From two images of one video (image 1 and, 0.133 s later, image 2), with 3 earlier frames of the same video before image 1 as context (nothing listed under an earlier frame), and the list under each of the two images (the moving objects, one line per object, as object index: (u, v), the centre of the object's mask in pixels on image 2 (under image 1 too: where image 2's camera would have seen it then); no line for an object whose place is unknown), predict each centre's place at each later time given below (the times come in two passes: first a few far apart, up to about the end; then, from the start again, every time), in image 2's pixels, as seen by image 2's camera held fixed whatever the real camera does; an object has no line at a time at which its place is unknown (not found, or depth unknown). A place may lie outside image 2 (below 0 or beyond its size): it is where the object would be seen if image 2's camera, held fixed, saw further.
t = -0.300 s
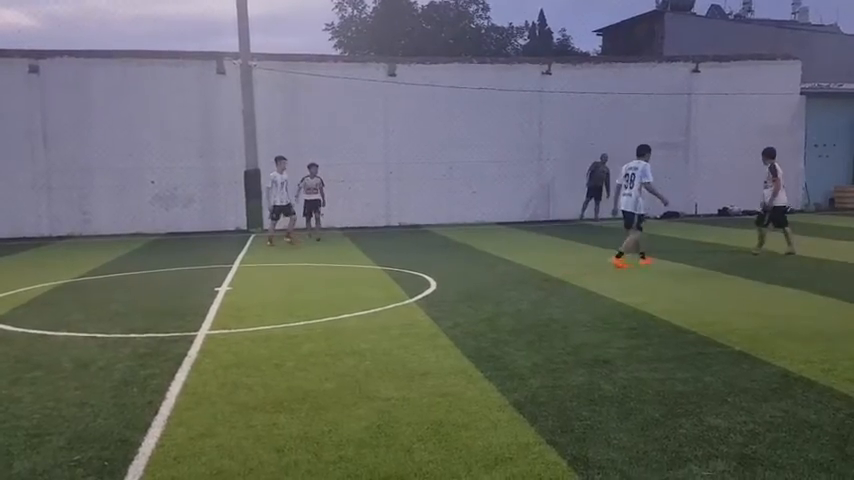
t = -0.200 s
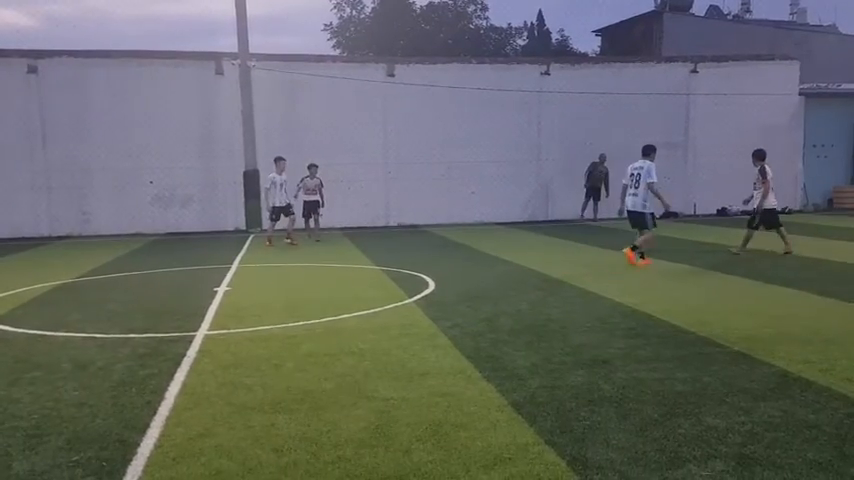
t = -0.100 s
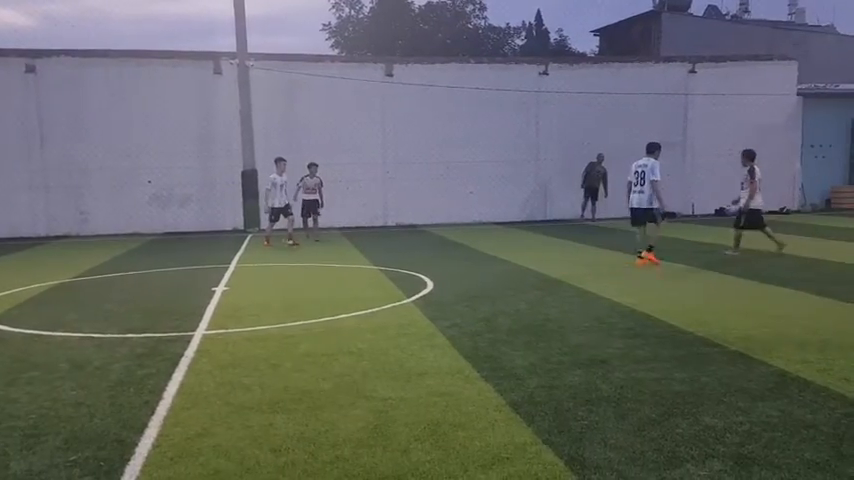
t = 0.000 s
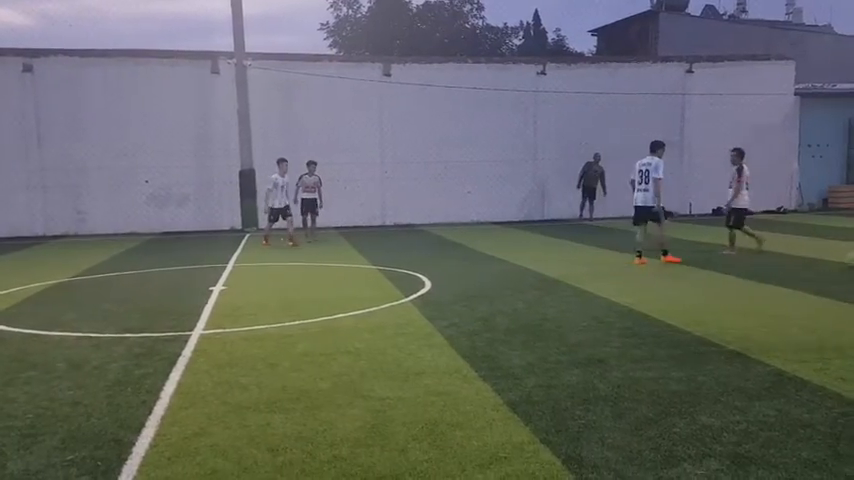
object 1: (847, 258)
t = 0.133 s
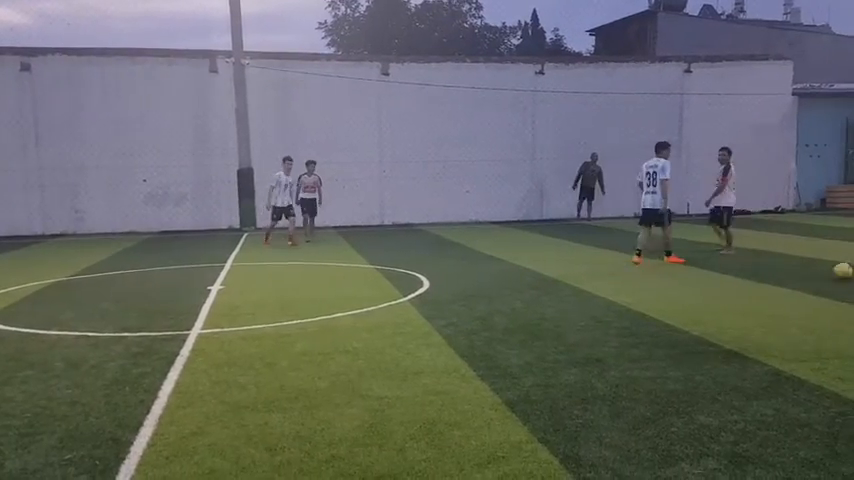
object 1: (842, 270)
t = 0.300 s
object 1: (826, 282)
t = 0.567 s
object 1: (792, 309)
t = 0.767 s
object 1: (758, 333)
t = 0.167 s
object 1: (839, 272)
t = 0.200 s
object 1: (836, 273)
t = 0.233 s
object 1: (833, 275)
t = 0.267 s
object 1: (829, 279)
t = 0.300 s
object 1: (826, 282)
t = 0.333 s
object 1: (822, 284)
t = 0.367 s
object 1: (817, 287)
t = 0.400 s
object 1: (812, 291)
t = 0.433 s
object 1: (808, 295)
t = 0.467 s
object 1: (806, 298)
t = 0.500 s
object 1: (802, 300)
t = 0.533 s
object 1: (798, 305)
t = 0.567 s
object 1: (792, 309)
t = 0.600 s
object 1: (788, 312)
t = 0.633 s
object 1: (782, 316)
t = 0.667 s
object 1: (776, 321)
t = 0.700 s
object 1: (772, 324)
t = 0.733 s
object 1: (765, 329)
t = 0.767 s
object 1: (758, 333)
